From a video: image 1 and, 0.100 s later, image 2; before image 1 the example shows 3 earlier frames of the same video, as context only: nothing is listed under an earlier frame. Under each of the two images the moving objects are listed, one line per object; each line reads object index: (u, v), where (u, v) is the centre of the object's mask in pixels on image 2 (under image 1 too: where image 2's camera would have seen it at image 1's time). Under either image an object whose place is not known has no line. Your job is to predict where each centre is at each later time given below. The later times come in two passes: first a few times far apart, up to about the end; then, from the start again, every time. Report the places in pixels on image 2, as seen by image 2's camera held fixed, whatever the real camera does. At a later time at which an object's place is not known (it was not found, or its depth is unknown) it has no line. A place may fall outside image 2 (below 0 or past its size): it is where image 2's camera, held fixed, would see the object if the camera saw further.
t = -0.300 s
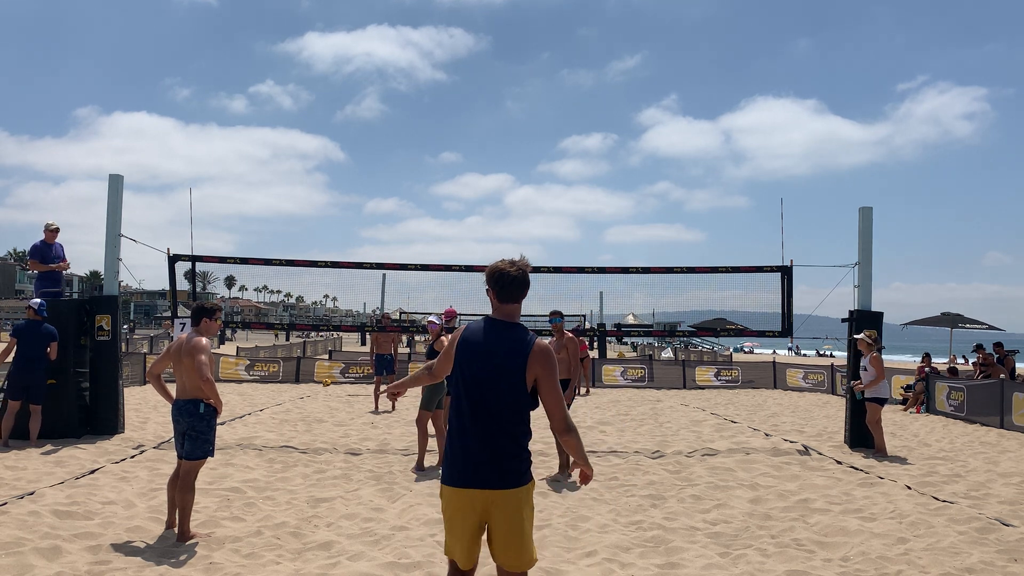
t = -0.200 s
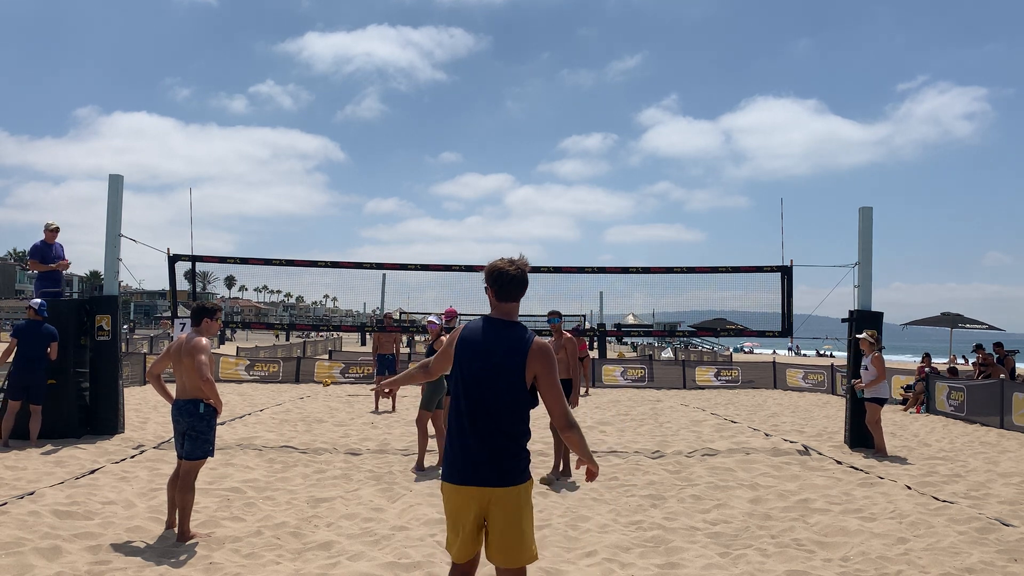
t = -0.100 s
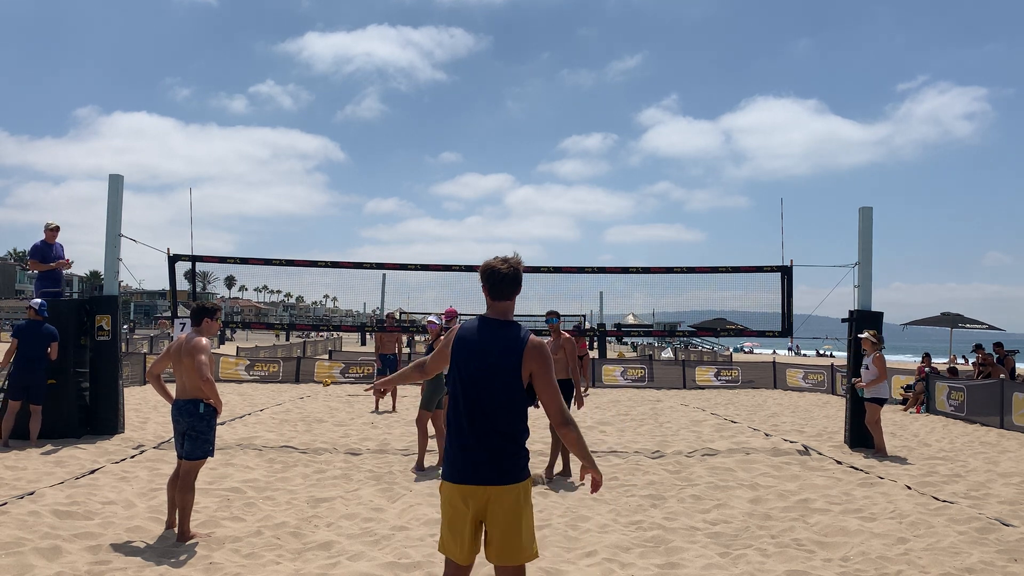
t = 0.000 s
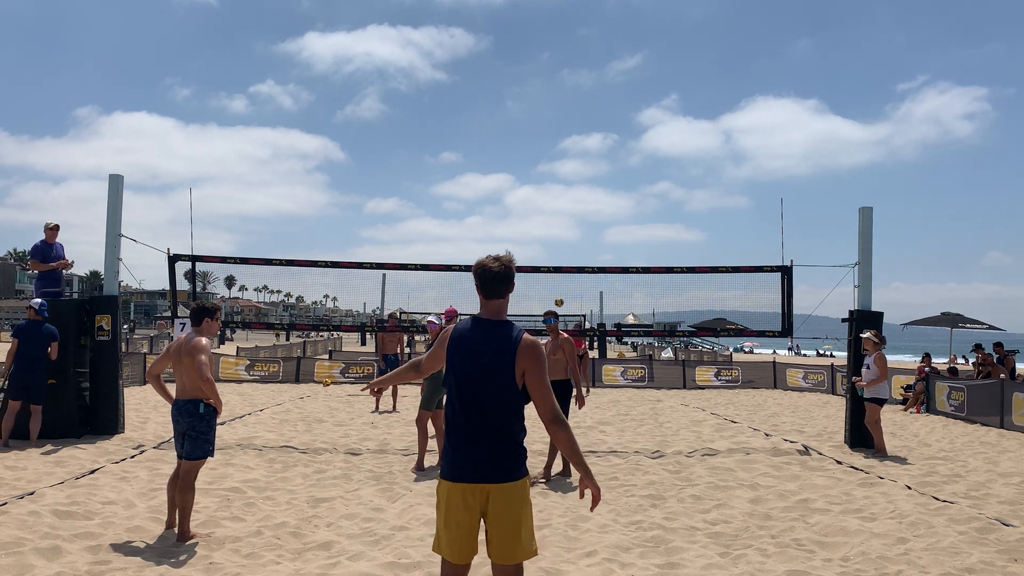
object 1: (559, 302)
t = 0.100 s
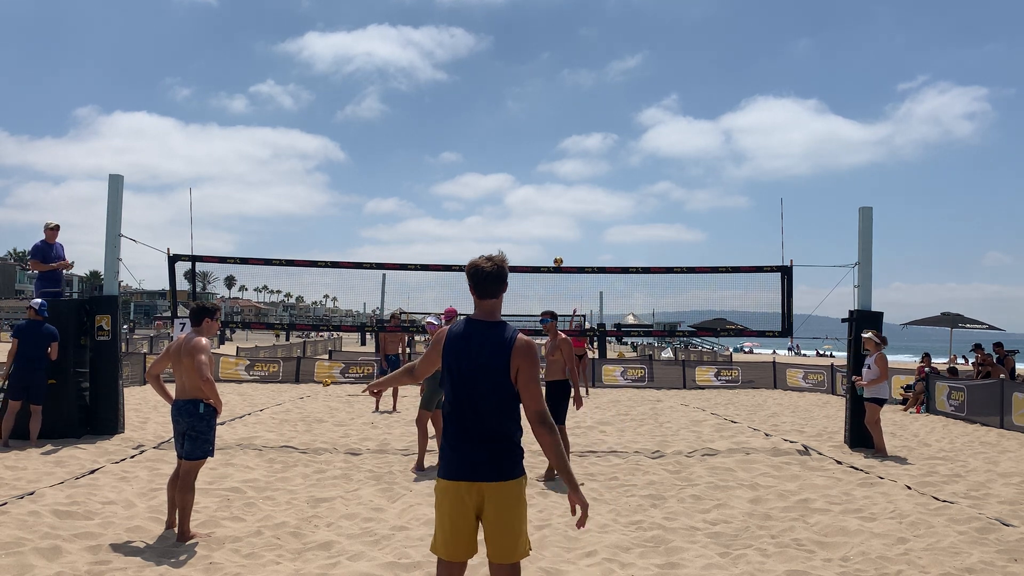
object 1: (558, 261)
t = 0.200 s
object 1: (558, 224)
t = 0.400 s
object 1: (560, 157)
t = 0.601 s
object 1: (561, 100)
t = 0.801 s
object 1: (560, 58)
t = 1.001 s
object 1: (560, 33)
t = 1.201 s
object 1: (559, 33)
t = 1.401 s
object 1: (556, 64)
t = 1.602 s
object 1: (549, 137)
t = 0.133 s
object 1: (558, 248)
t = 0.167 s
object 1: (558, 236)
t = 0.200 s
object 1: (558, 224)
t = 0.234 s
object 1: (558, 212)
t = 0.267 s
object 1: (559, 201)
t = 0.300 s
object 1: (559, 189)
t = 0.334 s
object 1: (559, 178)
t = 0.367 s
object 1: (560, 167)
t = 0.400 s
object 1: (560, 157)
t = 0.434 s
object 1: (560, 147)
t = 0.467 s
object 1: (560, 137)
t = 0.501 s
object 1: (561, 127)
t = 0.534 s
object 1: (561, 117)
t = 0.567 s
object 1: (561, 108)
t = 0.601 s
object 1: (561, 100)
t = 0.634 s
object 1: (561, 92)
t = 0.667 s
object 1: (561, 84)
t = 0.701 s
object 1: (561, 77)
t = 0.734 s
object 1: (561, 70)
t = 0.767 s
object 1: (560, 64)
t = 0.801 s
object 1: (560, 58)
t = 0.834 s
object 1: (560, 53)
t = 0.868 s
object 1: (560, 48)
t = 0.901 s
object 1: (560, 43)
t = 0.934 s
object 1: (559, 39)
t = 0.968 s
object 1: (559, 36)
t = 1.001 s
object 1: (560, 33)
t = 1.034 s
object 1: (559, 31)
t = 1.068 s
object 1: (559, 30)
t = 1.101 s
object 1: (560, 29)
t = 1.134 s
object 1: (560, 29)
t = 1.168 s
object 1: (559, 31)
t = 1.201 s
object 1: (559, 33)
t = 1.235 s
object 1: (558, 35)
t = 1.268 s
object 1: (558, 39)
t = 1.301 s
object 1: (558, 43)
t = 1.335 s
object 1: (557, 49)
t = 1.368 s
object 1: (556, 56)
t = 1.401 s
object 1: (556, 64)
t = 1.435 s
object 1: (555, 72)
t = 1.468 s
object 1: (554, 83)
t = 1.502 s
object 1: (553, 94)
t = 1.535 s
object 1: (552, 107)
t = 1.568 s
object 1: (551, 121)
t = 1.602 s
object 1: (549, 137)
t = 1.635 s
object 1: (548, 155)
